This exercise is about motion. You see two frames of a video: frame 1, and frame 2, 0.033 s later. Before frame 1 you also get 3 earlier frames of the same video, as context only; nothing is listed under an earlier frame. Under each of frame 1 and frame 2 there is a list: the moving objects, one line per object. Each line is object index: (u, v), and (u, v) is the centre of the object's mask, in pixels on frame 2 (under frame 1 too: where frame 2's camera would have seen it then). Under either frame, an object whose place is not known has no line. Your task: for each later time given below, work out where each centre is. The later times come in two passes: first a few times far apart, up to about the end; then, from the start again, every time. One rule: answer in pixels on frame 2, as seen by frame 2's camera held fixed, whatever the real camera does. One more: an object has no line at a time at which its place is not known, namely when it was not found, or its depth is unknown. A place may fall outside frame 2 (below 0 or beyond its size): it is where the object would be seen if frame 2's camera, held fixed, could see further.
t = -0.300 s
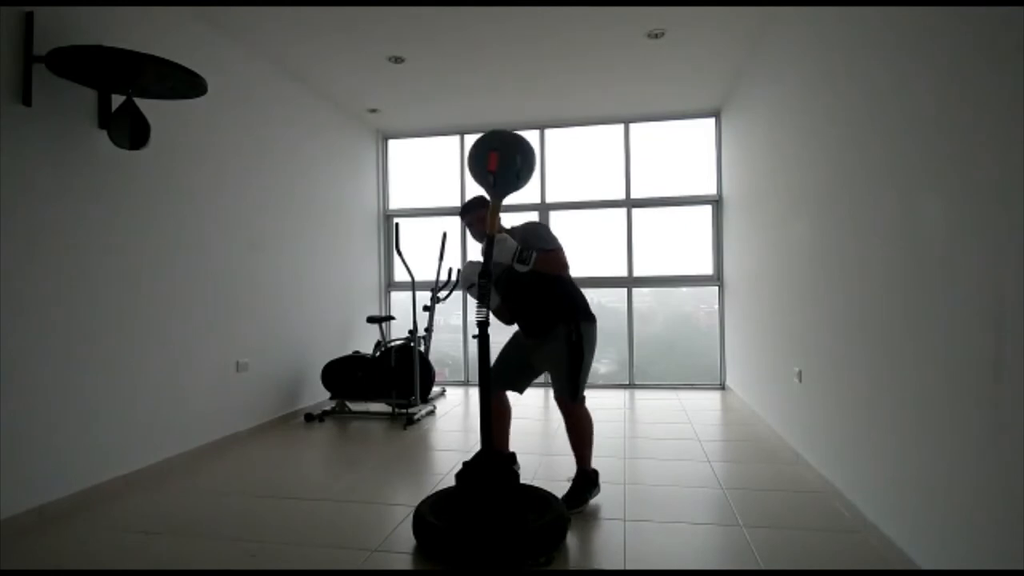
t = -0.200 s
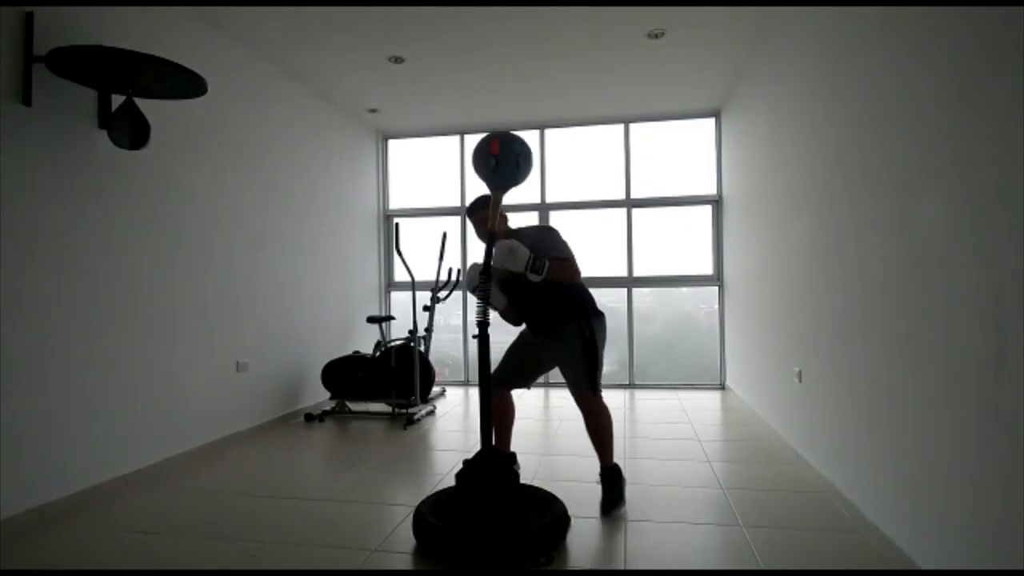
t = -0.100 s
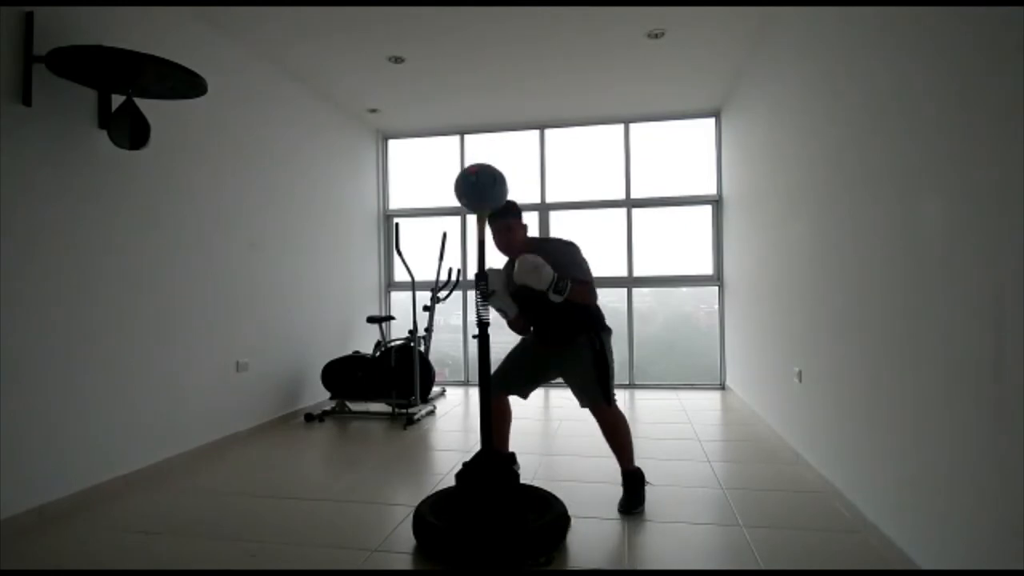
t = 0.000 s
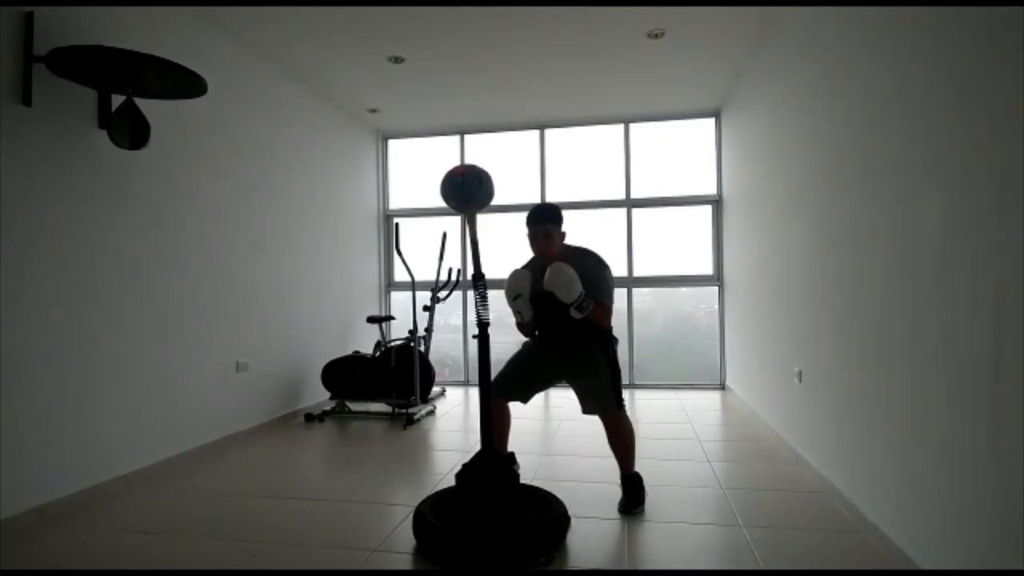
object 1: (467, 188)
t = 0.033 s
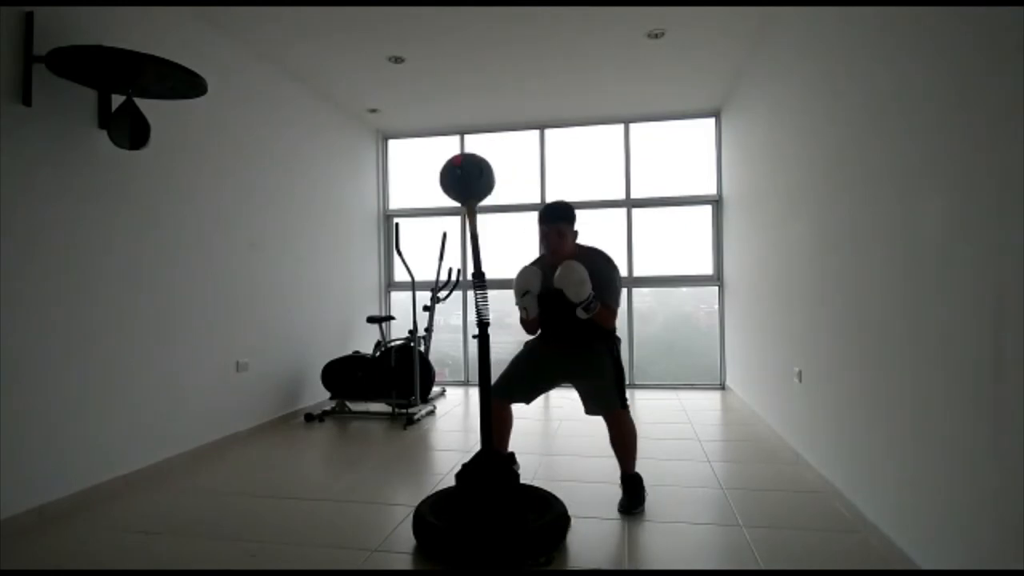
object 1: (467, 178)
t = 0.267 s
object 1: (509, 160)
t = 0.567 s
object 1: (466, 179)
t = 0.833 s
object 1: (508, 159)
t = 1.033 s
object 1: (463, 188)
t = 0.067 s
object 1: (470, 168)
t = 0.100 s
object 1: (476, 160)
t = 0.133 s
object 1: (484, 157)
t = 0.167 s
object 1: (493, 158)
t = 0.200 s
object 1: (501, 161)
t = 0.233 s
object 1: (507, 162)
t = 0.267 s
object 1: (509, 160)
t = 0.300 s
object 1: (507, 159)
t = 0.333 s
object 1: (502, 161)
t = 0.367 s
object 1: (494, 166)
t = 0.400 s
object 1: (485, 175)
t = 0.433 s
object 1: (477, 184)
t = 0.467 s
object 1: (470, 191)
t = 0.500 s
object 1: (466, 192)
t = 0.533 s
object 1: (464, 187)
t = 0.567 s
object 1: (466, 179)
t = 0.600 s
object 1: (470, 170)
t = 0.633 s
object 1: (478, 162)
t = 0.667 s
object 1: (487, 158)
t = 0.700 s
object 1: (497, 158)
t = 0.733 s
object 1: (505, 160)
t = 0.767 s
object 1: (510, 162)
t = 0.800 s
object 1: (511, 161)
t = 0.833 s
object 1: (508, 159)
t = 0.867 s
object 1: (502, 160)
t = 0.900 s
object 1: (493, 165)
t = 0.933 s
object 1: (483, 172)
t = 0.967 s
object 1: (474, 180)
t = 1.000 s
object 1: (468, 186)
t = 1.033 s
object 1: (463, 188)
